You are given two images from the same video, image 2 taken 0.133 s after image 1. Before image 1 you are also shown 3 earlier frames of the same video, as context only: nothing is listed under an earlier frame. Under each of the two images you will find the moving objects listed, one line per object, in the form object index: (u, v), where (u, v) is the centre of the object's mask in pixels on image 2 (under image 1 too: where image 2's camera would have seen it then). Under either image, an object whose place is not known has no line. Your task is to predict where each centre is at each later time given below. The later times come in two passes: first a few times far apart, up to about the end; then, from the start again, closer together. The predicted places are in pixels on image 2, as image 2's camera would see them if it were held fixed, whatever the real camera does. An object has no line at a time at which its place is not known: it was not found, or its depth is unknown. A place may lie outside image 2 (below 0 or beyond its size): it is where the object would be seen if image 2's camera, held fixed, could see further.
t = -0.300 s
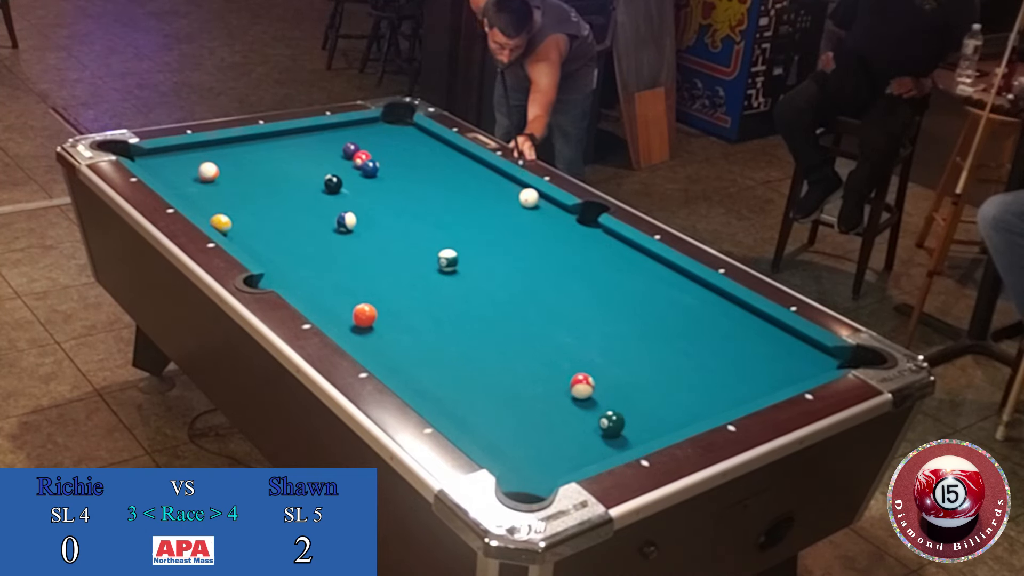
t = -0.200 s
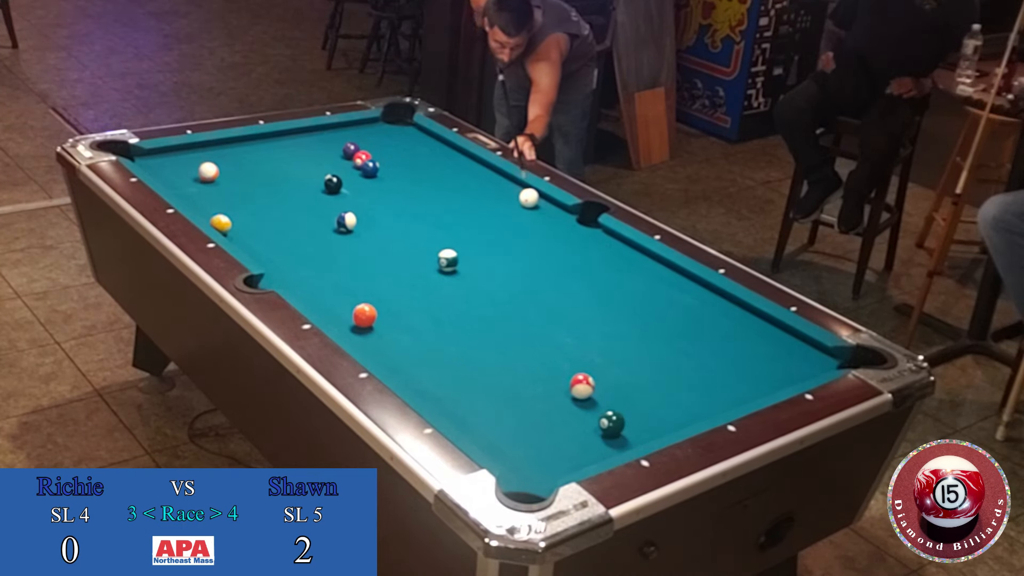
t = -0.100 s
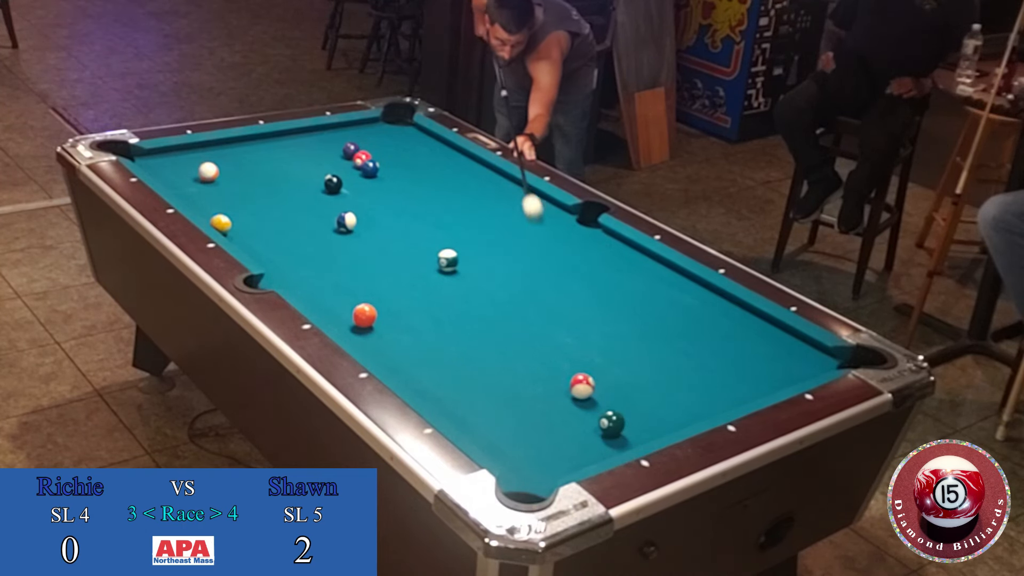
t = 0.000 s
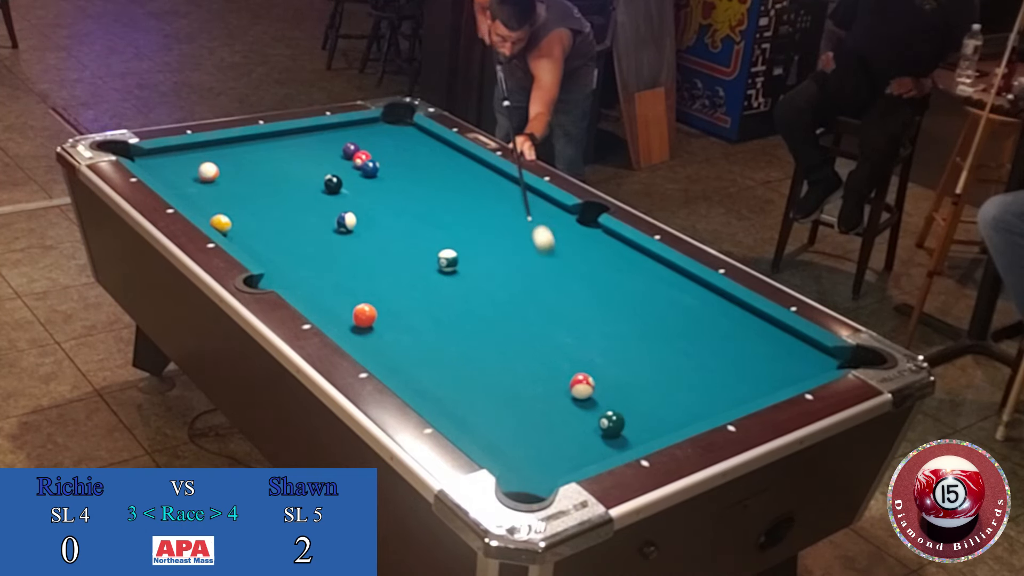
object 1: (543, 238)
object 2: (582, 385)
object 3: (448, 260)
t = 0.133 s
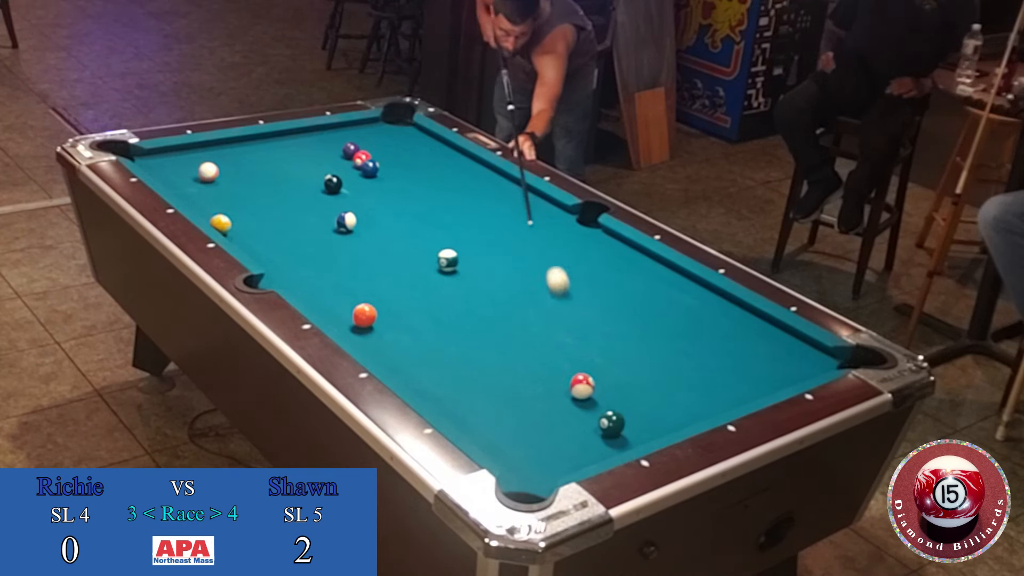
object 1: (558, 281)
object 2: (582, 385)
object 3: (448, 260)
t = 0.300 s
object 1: (576, 335)
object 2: (582, 385)
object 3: (448, 260)
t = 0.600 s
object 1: (646, 402)
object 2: (549, 440)
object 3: (448, 260)
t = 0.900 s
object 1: (652, 401)
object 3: (448, 260)
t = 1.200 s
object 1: (614, 372)
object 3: (448, 260)
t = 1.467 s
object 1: (584, 349)
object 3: (448, 260)
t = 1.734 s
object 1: (558, 330)
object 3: (448, 260)
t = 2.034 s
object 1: (532, 311)
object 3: (448, 260)
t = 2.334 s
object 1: (510, 295)
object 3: (448, 260)
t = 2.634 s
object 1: (491, 281)
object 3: (448, 260)
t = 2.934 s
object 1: (475, 270)
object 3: (448, 260)
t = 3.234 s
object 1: (468, 262)
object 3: (442, 259)
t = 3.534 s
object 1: (468, 257)
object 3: (435, 258)
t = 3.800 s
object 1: (467, 255)
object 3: (432, 257)
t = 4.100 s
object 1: (466, 253)
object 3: (430, 257)
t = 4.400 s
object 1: (466, 253)
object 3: (430, 257)
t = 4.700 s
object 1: (466, 253)
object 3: (430, 257)
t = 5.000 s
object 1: (466, 253)
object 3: (430, 256)
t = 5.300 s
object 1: (466, 253)
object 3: (430, 257)
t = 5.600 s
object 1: (466, 253)
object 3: (430, 257)
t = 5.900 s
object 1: (466, 253)
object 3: (430, 256)
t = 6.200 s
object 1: (466, 253)
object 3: (430, 256)
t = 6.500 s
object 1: (466, 253)
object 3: (430, 256)
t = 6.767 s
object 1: (466, 253)
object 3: (430, 256)
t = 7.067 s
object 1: (466, 253)
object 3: (430, 256)
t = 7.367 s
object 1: (466, 253)
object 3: (430, 256)
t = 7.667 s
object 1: (466, 253)
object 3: (430, 256)
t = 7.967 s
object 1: (466, 253)
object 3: (430, 256)
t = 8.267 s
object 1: (466, 253)
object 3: (430, 256)
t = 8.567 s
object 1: (466, 253)
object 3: (430, 256)
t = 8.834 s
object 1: (466, 253)
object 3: (430, 256)
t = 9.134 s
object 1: (466, 253)
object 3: (430, 256)
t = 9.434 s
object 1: (466, 253)
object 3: (430, 256)
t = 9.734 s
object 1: (466, 253)
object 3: (430, 256)
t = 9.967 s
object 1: (466, 253)
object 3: (430, 256)
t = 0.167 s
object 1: (561, 291)
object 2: (582, 385)
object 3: (448, 260)
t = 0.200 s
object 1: (565, 302)
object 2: (582, 385)
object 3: (448, 260)
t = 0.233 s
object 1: (569, 312)
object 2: (582, 385)
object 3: (448, 260)
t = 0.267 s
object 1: (572, 323)
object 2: (582, 385)
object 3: (448, 260)
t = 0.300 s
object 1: (576, 335)
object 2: (582, 385)
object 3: (448, 260)
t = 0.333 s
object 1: (580, 347)
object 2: (582, 385)
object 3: (448, 260)
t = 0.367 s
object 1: (585, 359)
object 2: (582, 385)
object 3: (448, 260)
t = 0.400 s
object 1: (590, 369)
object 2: (581, 386)
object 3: (448, 260)
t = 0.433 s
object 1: (599, 377)
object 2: (576, 393)
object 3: (448, 260)
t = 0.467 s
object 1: (609, 381)
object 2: (570, 403)
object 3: (448, 260)
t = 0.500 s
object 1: (618, 385)
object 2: (564, 413)
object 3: (448, 260)
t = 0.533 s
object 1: (628, 390)
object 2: (559, 422)
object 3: (448, 260)
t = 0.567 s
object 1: (638, 396)
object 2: (554, 431)
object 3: (448, 260)
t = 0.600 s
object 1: (646, 402)
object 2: (549, 440)
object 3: (448, 260)
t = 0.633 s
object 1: (656, 408)
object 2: (544, 448)
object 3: (448, 260)
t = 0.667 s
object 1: (665, 414)
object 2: (539, 456)
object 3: (448, 260)
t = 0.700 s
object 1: (674, 418)
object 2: (534, 465)
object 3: (448, 260)
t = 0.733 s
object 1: (677, 419)
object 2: (529, 473)
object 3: (448, 260)
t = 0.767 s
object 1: (672, 416)
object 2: (524, 481)
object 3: (448, 260)
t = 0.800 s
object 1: (666, 412)
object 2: (520, 491)
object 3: (448, 260)
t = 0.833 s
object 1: (662, 409)
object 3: (448, 260)
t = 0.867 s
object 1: (657, 405)
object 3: (448, 260)
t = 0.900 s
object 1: (652, 401)
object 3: (448, 260)
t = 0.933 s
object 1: (648, 398)
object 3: (448, 260)
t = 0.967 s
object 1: (643, 394)
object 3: (448, 260)
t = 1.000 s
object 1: (639, 391)
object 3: (448, 260)
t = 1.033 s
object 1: (635, 388)
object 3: (448, 260)
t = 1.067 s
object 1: (631, 384)
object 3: (448, 260)
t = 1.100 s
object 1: (626, 381)
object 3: (448, 260)
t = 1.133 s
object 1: (622, 378)
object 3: (448, 260)
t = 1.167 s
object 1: (618, 375)
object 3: (448, 260)
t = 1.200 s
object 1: (614, 372)
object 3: (448, 260)
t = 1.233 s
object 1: (610, 369)
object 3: (448, 260)
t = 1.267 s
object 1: (606, 366)
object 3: (448, 260)
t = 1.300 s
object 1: (602, 363)
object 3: (448, 260)
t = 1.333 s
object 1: (599, 360)
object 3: (448, 260)
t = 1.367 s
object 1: (595, 358)
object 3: (448, 260)
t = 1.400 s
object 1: (591, 355)
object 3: (448, 260)
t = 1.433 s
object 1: (588, 352)
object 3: (448, 260)
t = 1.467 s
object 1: (584, 349)
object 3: (448, 260)
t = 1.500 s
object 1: (581, 347)
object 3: (448, 260)
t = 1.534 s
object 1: (577, 344)
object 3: (448, 260)
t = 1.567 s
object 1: (574, 342)
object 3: (448, 260)
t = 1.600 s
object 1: (571, 339)
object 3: (448, 260)
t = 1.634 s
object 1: (567, 337)
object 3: (448, 260)
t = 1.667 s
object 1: (564, 334)
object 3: (448, 260)
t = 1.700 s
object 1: (561, 332)
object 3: (448, 260)
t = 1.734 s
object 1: (558, 330)
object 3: (448, 260)
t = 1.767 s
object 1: (555, 327)
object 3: (448, 260)
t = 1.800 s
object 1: (552, 325)
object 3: (448, 260)
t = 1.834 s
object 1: (549, 323)
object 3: (448, 260)
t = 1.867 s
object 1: (546, 321)
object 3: (448, 260)
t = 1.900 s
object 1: (543, 319)
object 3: (448, 260)
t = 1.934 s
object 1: (540, 317)
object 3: (448, 260)
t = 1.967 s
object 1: (537, 315)
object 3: (448, 260)
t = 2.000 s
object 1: (534, 313)
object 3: (448, 260)
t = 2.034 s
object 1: (532, 311)
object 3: (448, 260)
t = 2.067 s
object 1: (529, 309)
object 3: (448, 260)
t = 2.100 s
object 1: (527, 307)
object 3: (448, 260)
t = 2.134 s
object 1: (524, 305)
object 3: (448, 260)
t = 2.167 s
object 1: (522, 303)
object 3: (448, 260)
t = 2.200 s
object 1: (519, 302)
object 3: (448, 260)
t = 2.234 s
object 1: (517, 300)
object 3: (448, 260)
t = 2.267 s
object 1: (514, 298)
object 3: (448, 260)
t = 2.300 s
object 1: (512, 296)
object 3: (448, 260)
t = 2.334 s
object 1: (510, 295)
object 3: (448, 260)
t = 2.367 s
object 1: (508, 293)
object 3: (448, 260)
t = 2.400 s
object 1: (505, 291)
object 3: (448, 260)
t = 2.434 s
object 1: (503, 290)
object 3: (448, 260)
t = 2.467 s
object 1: (501, 288)
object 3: (448, 260)
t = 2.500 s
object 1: (499, 287)
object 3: (448, 260)
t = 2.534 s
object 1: (497, 285)
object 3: (448, 260)
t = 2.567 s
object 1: (495, 284)
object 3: (448, 260)
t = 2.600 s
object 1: (493, 283)
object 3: (448, 260)
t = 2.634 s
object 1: (491, 281)
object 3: (448, 260)
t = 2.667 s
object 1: (489, 280)
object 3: (448, 260)
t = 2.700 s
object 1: (487, 279)
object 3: (448, 260)
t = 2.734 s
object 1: (485, 277)
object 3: (448, 260)
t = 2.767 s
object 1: (484, 276)
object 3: (448, 260)
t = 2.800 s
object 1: (482, 275)
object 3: (448, 260)
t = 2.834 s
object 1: (480, 273)
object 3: (448, 260)
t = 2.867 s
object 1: (479, 272)
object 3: (448, 260)
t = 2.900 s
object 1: (477, 271)
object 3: (448, 260)
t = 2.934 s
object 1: (475, 270)
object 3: (448, 260)
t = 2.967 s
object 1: (474, 269)
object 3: (448, 260)
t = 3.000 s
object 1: (472, 268)
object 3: (448, 260)
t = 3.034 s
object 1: (471, 267)
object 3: (448, 260)
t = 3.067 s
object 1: (469, 265)
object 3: (447, 260)
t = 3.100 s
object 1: (468, 265)
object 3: (447, 260)
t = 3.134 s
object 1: (468, 264)
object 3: (446, 260)
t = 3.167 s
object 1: (468, 263)
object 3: (445, 259)
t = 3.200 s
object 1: (468, 262)
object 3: (443, 259)
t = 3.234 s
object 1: (468, 262)
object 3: (442, 259)
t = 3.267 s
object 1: (468, 261)
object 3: (442, 259)
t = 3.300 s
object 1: (468, 261)
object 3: (441, 259)
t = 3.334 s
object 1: (468, 260)
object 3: (440, 259)
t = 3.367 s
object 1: (468, 260)
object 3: (439, 258)
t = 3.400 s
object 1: (468, 259)
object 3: (438, 258)
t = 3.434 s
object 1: (468, 259)
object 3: (437, 258)
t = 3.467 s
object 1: (468, 258)
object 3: (436, 258)
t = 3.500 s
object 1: (468, 258)
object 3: (436, 258)
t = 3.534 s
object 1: (468, 257)
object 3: (435, 258)
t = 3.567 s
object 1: (468, 257)
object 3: (434, 257)
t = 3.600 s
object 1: (468, 257)
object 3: (434, 257)
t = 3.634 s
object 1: (467, 256)
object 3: (433, 257)
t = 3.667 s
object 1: (467, 256)
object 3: (433, 257)
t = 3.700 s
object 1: (467, 256)
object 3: (432, 257)
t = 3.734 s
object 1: (467, 255)
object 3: (432, 257)
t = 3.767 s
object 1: (467, 255)
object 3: (432, 257)
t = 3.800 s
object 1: (467, 255)
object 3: (432, 257)
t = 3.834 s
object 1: (467, 254)
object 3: (431, 257)
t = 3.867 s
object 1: (467, 254)
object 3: (431, 257)
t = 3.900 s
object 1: (466, 254)
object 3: (431, 257)
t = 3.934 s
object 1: (466, 254)
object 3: (430, 257)
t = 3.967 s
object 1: (466, 254)
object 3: (430, 256)
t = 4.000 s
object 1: (466, 254)
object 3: (430, 257)
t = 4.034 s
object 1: (466, 253)
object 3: (430, 256)
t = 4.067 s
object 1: (466, 253)
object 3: (430, 257)
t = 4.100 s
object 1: (466, 253)
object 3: (430, 257)
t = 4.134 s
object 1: (466, 253)
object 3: (430, 257)
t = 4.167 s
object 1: (466, 253)
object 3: (430, 257)
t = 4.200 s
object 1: (466, 253)
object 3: (430, 257)
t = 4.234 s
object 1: (466, 253)
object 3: (430, 257)
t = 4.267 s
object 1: (466, 253)
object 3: (430, 257)
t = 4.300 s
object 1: (466, 253)
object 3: (430, 257)
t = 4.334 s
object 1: (466, 253)
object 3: (430, 257)
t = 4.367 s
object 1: (466, 253)
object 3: (430, 257)
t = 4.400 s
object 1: (466, 253)
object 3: (430, 257)
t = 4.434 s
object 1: (466, 253)
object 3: (430, 257)
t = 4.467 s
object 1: (466, 253)
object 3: (430, 257)
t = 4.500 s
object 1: (466, 253)
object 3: (430, 257)
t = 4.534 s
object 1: (466, 253)
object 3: (430, 257)
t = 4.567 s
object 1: (466, 253)
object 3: (430, 257)
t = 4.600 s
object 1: (466, 253)
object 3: (430, 257)
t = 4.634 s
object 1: (466, 253)
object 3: (430, 257)
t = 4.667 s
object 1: (466, 253)
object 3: (430, 257)
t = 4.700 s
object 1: (466, 253)
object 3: (430, 257)
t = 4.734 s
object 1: (466, 253)
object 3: (430, 257)
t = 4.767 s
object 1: (466, 253)
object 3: (430, 257)
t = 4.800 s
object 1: (466, 253)
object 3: (430, 257)
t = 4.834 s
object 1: (466, 253)
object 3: (430, 256)
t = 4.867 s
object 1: (466, 253)
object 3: (430, 257)
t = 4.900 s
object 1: (466, 253)
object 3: (430, 257)
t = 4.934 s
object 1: (466, 253)
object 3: (430, 256)
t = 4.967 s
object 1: (466, 253)
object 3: (430, 257)
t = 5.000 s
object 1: (466, 253)
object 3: (430, 256)
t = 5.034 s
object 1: (466, 253)
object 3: (430, 256)
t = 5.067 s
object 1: (466, 253)
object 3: (430, 257)
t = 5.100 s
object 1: (466, 253)
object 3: (430, 256)
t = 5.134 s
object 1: (466, 253)
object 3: (430, 257)
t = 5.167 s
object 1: (466, 253)
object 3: (430, 257)
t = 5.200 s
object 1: (466, 253)
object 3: (430, 257)
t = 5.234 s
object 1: (466, 253)
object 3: (430, 257)
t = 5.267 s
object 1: (466, 253)
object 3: (430, 257)
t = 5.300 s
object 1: (466, 253)
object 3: (430, 257)
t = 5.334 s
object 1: (466, 253)
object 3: (430, 257)
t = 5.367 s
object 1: (466, 253)
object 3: (430, 256)
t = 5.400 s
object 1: (466, 253)
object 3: (430, 256)
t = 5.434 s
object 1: (466, 253)
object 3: (430, 256)
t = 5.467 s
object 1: (466, 253)
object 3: (430, 257)
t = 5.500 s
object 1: (466, 253)
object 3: (430, 256)
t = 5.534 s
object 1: (466, 253)
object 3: (430, 256)
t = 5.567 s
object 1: (466, 253)
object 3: (430, 257)
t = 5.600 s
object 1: (466, 253)
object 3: (430, 257)
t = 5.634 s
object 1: (466, 253)
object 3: (430, 257)
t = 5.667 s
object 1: (466, 253)
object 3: (430, 257)
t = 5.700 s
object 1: (466, 253)
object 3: (430, 257)
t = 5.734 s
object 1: (466, 253)
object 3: (430, 257)
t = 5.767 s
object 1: (466, 253)
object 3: (430, 257)
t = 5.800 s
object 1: (466, 253)
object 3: (430, 256)
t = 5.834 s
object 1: (466, 253)
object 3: (430, 256)
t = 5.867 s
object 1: (466, 253)
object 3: (430, 256)
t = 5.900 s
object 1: (466, 253)
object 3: (430, 256)
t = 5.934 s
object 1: (466, 253)
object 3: (430, 256)
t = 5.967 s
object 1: (466, 253)
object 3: (430, 257)
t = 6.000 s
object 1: (466, 253)
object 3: (430, 256)
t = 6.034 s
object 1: (466, 253)
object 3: (430, 256)
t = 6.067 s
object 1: (466, 253)
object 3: (430, 256)
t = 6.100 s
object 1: (466, 253)
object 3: (430, 257)
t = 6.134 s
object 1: (466, 253)
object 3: (430, 257)
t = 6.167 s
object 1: (466, 253)
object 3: (430, 256)
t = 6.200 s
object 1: (466, 253)
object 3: (430, 256)
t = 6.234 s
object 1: (466, 253)
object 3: (430, 256)
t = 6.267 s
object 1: (466, 253)
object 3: (430, 256)
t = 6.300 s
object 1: (466, 253)
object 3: (430, 256)
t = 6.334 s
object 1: (466, 253)
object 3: (430, 256)
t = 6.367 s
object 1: (466, 253)
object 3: (430, 256)
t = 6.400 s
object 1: (466, 253)
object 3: (430, 257)
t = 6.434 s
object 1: (466, 253)
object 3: (430, 256)
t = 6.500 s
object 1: (466, 253)
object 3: (430, 256)
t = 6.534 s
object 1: (466, 253)
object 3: (430, 256)
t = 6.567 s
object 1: (466, 253)
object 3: (430, 256)
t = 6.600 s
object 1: (466, 253)
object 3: (430, 256)
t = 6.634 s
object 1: (466, 253)
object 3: (430, 256)
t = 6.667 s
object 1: (466, 253)
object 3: (430, 256)
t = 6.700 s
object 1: (466, 253)
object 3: (430, 256)
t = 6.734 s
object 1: (466, 253)
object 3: (430, 256)
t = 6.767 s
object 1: (466, 253)
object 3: (430, 256)
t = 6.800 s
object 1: (466, 253)
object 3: (430, 256)
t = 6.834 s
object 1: (466, 253)
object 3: (430, 256)
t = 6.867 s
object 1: (466, 253)
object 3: (430, 256)
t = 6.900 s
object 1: (466, 253)
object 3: (430, 256)
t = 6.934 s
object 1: (466, 253)
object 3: (430, 256)
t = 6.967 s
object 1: (466, 253)
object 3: (430, 256)
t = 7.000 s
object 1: (466, 253)
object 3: (430, 256)
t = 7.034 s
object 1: (466, 253)
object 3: (430, 256)
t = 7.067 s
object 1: (466, 253)
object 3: (430, 256)
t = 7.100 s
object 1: (466, 253)
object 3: (430, 256)
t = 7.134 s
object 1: (466, 253)
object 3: (430, 256)
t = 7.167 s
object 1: (466, 253)
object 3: (430, 256)
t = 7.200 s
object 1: (466, 253)
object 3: (430, 256)
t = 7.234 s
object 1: (466, 253)
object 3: (430, 256)
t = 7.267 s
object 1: (466, 253)
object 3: (430, 256)
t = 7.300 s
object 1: (466, 253)
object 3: (430, 256)
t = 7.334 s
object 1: (466, 253)
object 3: (430, 256)
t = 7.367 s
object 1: (466, 253)
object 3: (430, 256)
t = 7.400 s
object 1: (466, 253)
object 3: (430, 256)
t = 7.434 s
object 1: (466, 253)
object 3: (430, 256)
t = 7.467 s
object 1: (466, 253)
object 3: (430, 256)
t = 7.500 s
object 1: (466, 253)
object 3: (430, 256)
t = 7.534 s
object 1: (466, 253)
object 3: (430, 256)
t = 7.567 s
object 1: (466, 253)
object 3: (430, 256)
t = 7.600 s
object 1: (466, 253)
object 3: (430, 256)
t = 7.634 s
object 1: (466, 253)
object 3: (430, 256)
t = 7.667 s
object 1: (466, 253)
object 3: (430, 256)
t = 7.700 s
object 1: (466, 253)
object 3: (430, 256)
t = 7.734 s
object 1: (466, 253)
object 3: (430, 256)
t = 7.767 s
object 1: (466, 253)
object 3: (430, 256)
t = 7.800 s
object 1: (466, 253)
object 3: (430, 256)
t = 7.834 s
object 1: (466, 253)
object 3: (430, 256)
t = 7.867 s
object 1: (466, 253)
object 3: (430, 256)
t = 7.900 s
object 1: (466, 253)
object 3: (430, 256)
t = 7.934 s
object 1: (466, 253)
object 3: (430, 256)
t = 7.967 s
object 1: (466, 253)
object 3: (430, 256)
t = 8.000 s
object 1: (466, 253)
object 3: (430, 256)
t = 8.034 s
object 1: (466, 253)
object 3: (430, 256)
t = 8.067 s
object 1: (466, 253)
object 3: (430, 256)
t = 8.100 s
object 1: (466, 253)
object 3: (430, 256)
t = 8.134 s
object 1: (466, 253)
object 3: (430, 256)
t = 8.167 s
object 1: (466, 253)
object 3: (430, 256)
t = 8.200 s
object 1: (466, 253)
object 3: (430, 256)
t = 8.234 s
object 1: (466, 253)
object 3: (430, 256)
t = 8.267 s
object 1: (466, 253)
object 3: (430, 256)
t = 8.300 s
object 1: (466, 253)
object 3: (430, 256)
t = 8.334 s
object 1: (466, 253)
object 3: (430, 256)
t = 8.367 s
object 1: (466, 253)
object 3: (430, 256)
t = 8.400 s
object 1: (466, 253)
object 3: (430, 256)
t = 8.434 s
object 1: (466, 253)
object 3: (430, 256)
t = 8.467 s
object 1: (466, 253)
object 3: (430, 256)
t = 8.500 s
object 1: (466, 253)
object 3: (430, 256)
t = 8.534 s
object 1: (466, 253)
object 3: (430, 256)
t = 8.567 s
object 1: (466, 253)
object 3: (430, 256)
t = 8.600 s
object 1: (466, 253)
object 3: (430, 256)
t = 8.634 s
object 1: (466, 253)
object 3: (430, 256)
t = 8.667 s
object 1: (466, 253)
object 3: (430, 256)
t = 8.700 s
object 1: (466, 253)
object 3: (430, 256)
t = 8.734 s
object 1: (466, 253)
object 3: (430, 256)
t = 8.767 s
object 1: (466, 253)
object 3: (430, 256)
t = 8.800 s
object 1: (466, 253)
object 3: (430, 256)
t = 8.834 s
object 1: (466, 253)
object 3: (430, 256)
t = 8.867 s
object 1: (466, 253)
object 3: (430, 256)
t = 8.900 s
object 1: (466, 253)
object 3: (430, 256)
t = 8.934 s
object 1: (466, 253)
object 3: (430, 256)
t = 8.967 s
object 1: (466, 253)
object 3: (430, 256)
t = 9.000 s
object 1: (466, 253)
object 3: (430, 256)
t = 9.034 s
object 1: (466, 253)
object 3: (430, 256)
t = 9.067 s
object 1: (466, 253)
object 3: (430, 256)
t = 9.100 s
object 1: (466, 253)
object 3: (430, 256)
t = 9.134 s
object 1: (466, 253)
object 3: (430, 256)
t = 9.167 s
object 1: (466, 253)
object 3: (430, 256)
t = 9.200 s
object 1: (466, 253)
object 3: (430, 256)
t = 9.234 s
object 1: (466, 253)
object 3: (430, 256)
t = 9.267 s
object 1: (466, 253)
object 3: (430, 256)
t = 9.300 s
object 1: (466, 253)
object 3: (430, 256)
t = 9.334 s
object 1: (466, 253)
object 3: (430, 256)
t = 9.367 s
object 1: (466, 253)
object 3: (430, 256)
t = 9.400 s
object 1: (466, 253)
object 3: (430, 256)
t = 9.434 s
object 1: (466, 253)
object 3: (430, 256)
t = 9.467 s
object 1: (466, 253)
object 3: (430, 256)
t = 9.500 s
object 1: (466, 253)
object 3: (430, 256)
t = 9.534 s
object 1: (466, 253)
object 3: (430, 256)
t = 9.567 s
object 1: (466, 253)
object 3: (430, 256)
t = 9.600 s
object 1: (466, 253)
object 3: (430, 256)
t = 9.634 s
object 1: (466, 253)
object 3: (430, 256)
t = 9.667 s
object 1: (466, 253)
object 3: (430, 256)
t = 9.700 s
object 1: (466, 253)
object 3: (430, 256)
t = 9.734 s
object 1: (466, 253)
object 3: (430, 256)
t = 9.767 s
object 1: (466, 253)
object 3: (430, 256)
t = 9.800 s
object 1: (466, 253)
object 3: (430, 256)
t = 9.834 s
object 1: (466, 253)
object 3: (430, 256)
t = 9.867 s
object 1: (466, 253)
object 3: (430, 256)
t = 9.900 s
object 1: (466, 253)
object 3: (430, 256)
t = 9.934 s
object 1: (466, 253)
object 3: (430, 256)
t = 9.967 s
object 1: (466, 253)
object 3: (430, 256)
